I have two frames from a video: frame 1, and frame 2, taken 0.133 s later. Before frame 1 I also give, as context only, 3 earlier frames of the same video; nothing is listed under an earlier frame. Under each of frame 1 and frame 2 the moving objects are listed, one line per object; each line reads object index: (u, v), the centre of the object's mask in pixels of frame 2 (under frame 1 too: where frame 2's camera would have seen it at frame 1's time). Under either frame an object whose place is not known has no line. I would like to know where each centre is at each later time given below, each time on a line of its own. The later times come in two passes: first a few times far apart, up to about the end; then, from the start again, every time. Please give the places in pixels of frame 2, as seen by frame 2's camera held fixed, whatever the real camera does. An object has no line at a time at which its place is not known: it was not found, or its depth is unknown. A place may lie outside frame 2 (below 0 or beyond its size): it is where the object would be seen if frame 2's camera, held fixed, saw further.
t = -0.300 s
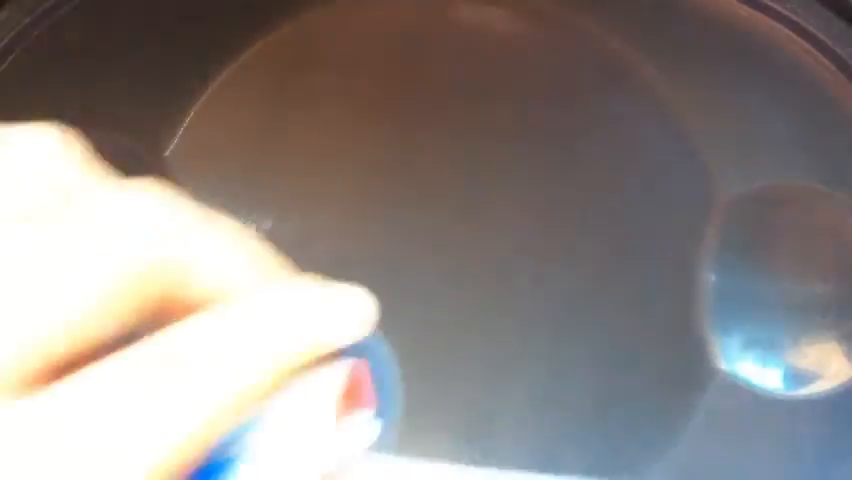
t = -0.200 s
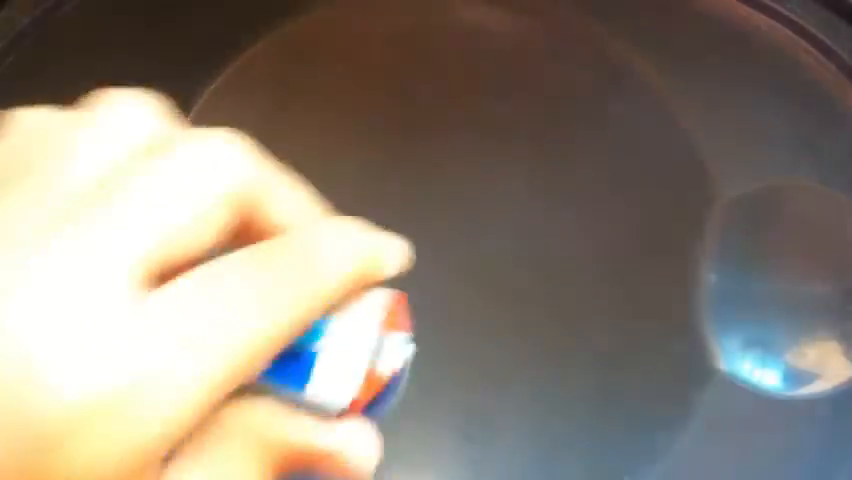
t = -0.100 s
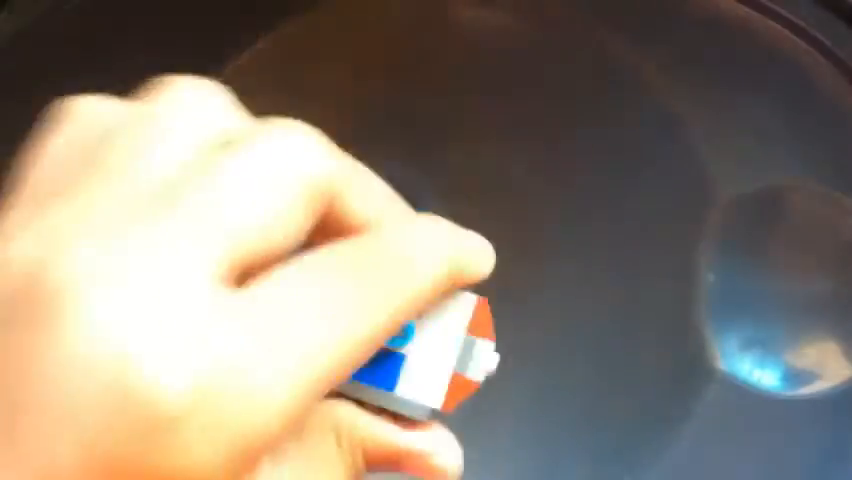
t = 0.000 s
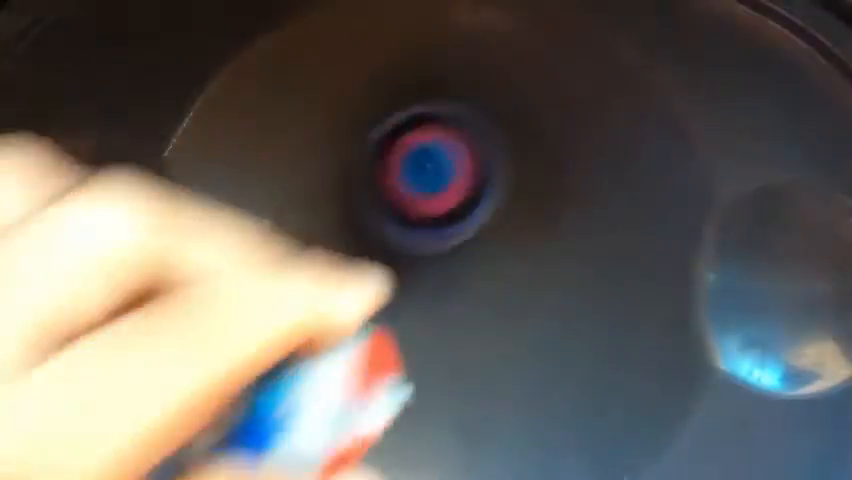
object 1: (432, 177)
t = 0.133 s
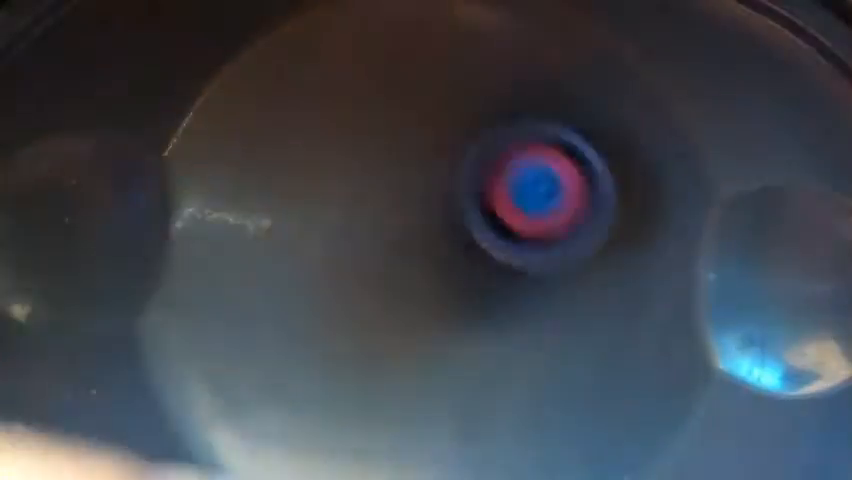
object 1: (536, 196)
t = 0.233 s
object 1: (567, 269)
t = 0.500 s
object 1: (417, 359)
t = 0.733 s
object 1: (373, 206)
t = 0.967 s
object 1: (495, 178)
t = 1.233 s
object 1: (469, 317)
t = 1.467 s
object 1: (349, 272)
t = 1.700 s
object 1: (406, 184)
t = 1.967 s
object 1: (493, 280)
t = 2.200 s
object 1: (413, 351)
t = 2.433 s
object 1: (363, 271)
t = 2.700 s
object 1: (482, 223)
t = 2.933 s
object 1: (507, 313)
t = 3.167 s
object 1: (412, 319)
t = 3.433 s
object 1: (417, 205)
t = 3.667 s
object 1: (491, 218)
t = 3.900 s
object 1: (456, 302)
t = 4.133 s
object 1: (369, 282)
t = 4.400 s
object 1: (413, 211)
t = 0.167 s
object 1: (552, 219)
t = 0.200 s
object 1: (563, 244)
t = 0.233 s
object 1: (567, 269)
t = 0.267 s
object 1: (567, 292)
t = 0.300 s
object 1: (558, 316)
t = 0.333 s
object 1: (543, 336)
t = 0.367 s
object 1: (524, 353)
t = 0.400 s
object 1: (501, 365)
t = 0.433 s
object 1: (473, 370)
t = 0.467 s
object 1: (445, 368)
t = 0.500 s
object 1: (417, 359)
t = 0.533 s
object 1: (392, 344)
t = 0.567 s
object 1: (373, 323)
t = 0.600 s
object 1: (362, 300)
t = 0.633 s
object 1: (356, 276)
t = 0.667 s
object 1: (356, 250)
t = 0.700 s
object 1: (363, 225)
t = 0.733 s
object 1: (373, 206)
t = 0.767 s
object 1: (388, 188)
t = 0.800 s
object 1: (405, 175)
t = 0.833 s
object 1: (423, 167)
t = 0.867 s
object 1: (443, 163)
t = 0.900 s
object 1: (461, 165)
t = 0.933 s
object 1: (478, 170)
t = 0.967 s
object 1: (495, 178)
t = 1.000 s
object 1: (507, 193)
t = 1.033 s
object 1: (517, 209)
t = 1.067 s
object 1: (521, 227)
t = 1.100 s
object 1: (521, 249)
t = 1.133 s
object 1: (516, 268)
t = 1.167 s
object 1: (503, 287)
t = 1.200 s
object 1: (489, 304)
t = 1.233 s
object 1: (469, 317)
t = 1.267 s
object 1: (447, 325)
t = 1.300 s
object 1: (426, 327)
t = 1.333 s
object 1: (405, 323)
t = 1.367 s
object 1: (386, 316)
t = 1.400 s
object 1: (369, 304)
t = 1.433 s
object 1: (357, 290)
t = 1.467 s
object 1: (349, 272)
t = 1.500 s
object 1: (346, 255)
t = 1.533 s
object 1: (348, 237)
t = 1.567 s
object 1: (352, 219)
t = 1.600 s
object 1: (361, 206)
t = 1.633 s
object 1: (373, 195)
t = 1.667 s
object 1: (389, 188)
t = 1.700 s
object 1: (406, 184)
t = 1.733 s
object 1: (424, 184)
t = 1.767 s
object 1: (442, 190)
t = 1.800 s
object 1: (459, 198)
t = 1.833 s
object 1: (472, 210)
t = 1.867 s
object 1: (484, 227)
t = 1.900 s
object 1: (491, 244)
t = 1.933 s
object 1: (494, 262)
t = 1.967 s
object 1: (493, 280)
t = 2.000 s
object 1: (489, 298)
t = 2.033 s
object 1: (482, 313)
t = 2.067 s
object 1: (470, 327)
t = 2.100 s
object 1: (457, 338)
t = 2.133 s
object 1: (443, 346)
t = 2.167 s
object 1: (428, 350)
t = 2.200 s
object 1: (413, 351)
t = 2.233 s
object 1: (398, 348)
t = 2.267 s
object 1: (386, 342)
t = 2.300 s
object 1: (375, 333)
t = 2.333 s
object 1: (366, 320)
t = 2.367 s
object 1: (361, 305)
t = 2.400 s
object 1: (359, 288)
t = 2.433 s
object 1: (363, 271)
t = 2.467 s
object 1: (371, 254)
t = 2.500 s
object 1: (383, 240)
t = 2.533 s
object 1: (397, 227)
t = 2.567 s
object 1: (414, 219)
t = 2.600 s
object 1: (432, 213)
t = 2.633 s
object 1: (449, 213)
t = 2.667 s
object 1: (466, 217)
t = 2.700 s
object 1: (482, 223)
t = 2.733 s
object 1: (494, 233)
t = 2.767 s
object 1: (505, 245)
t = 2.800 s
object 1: (511, 258)
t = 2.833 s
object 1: (514, 272)
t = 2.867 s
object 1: (514, 286)
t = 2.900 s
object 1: (512, 300)
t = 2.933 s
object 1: (507, 313)
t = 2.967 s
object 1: (497, 323)
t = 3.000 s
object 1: (487, 331)
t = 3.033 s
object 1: (473, 336)
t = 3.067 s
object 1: (458, 337)
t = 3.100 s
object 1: (441, 334)
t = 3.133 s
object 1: (426, 329)
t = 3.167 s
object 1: (412, 319)
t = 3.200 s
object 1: (400, 306)
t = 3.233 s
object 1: (391, 290)
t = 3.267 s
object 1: (387, 274)
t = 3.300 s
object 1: (387, 257)
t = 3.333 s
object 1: (391, 241)
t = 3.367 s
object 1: (397, 226)
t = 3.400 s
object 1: (406, 214)
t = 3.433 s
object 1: (417, 205)
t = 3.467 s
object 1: (429, 198)
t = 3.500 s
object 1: (442, 194)
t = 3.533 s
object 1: (454, 193)
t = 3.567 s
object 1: (466, 195)
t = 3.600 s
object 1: (477, 200)
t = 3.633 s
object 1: (485, 208)
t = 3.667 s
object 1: (491, 218)
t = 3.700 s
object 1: (495, 229)
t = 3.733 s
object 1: (497, 240)
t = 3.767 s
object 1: (495, 254)
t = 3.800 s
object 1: (489, 268)
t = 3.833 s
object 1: (481, 281)
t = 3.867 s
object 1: (471, 293)
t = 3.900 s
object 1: (456, 302)
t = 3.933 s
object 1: (442, 309)
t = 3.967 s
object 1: (428, 311)
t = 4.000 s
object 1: (413, 311)
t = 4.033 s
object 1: (400, 308)
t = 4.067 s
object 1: (388, 301)
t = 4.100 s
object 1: (377, 292)
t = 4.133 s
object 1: (369, 282)
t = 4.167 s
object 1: (364, 271)
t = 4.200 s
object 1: (362, 258)
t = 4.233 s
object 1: (364, 246)
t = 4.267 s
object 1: (368, 234)
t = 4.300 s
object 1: (376, 224)
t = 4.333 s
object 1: (387, 216)
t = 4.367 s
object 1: (399, 212)
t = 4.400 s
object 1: (413, 211)
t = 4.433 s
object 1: (427, 214)
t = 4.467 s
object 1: (441, 219)
